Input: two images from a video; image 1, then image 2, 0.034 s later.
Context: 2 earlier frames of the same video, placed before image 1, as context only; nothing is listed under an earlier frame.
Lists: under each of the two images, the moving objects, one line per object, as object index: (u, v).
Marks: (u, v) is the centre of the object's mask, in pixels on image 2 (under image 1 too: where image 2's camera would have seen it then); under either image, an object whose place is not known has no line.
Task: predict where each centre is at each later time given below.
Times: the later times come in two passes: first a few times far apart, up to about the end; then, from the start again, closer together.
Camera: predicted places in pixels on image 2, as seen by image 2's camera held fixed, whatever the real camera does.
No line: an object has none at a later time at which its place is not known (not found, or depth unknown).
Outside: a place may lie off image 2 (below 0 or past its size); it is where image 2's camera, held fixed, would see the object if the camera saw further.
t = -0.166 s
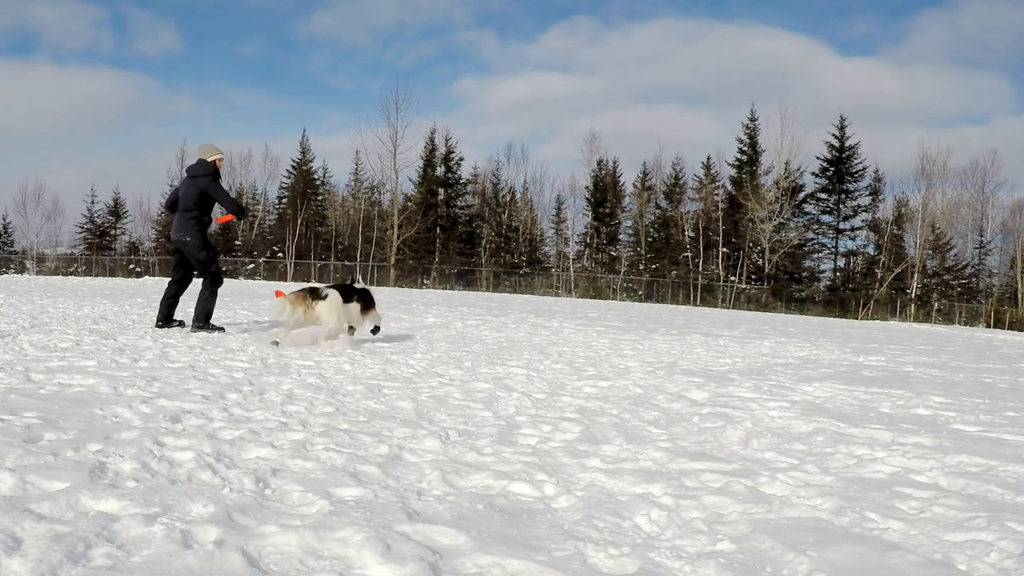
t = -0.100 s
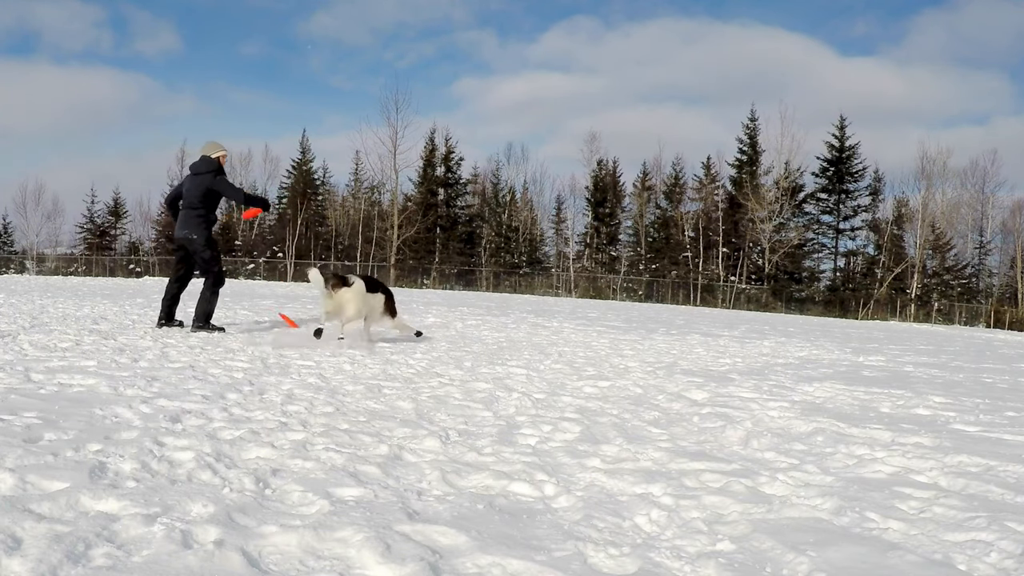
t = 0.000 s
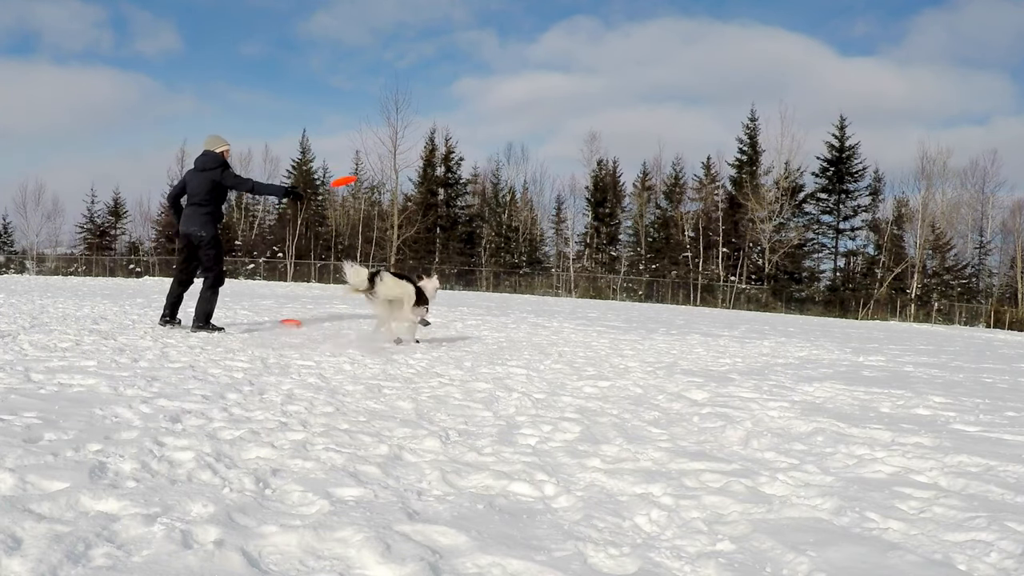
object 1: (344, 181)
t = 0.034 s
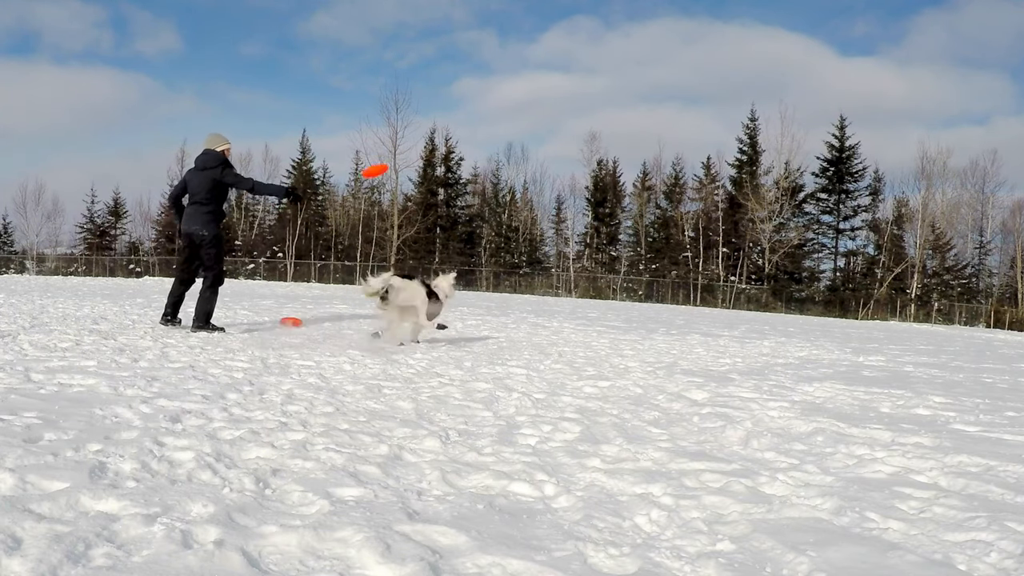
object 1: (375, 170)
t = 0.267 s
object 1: (597, 125)
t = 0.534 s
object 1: (824, 107)
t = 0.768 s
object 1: (978, 113)
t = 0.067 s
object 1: (407, 160)
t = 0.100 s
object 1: (438, 152)
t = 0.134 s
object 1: (470, 145)
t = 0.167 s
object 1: (502, 139)
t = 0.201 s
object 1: (534, 134)
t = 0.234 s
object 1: (566, 129)
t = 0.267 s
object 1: (597, 125)
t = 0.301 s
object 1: (628, 121)
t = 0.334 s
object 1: (658, 118)
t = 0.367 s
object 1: (688, 114)
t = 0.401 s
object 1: (716, 112)
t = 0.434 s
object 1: (745, 110)
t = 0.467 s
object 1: (772, 109)
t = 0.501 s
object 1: (798, 108)
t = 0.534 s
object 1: (824, 107)
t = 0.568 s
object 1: (848, 108)
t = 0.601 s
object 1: (873, 108)
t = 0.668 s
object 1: (918, 110)
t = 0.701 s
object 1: (939, 111)
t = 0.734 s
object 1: (959, 112)
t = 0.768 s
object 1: (978, 113)
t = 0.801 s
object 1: (997, 115)
